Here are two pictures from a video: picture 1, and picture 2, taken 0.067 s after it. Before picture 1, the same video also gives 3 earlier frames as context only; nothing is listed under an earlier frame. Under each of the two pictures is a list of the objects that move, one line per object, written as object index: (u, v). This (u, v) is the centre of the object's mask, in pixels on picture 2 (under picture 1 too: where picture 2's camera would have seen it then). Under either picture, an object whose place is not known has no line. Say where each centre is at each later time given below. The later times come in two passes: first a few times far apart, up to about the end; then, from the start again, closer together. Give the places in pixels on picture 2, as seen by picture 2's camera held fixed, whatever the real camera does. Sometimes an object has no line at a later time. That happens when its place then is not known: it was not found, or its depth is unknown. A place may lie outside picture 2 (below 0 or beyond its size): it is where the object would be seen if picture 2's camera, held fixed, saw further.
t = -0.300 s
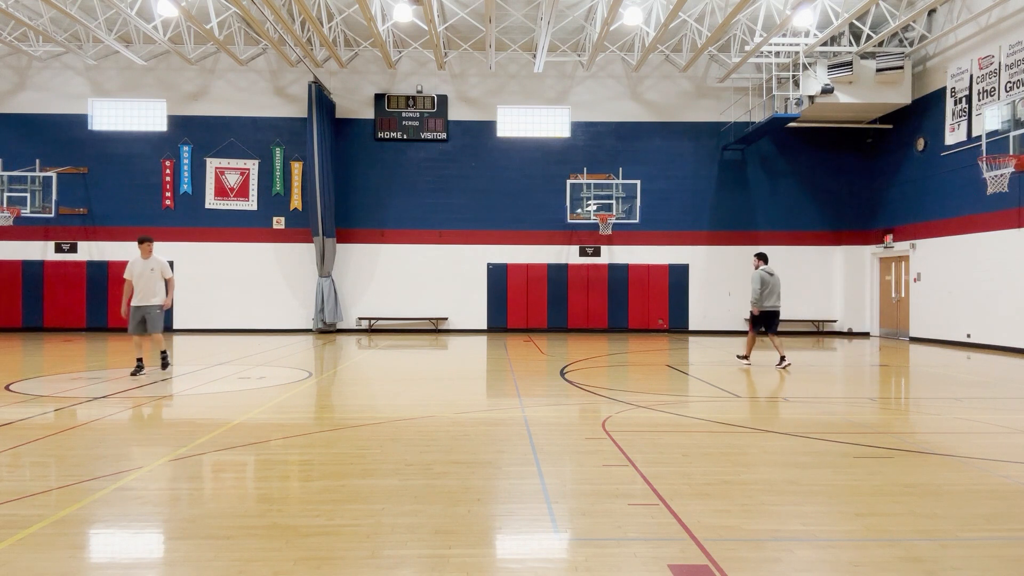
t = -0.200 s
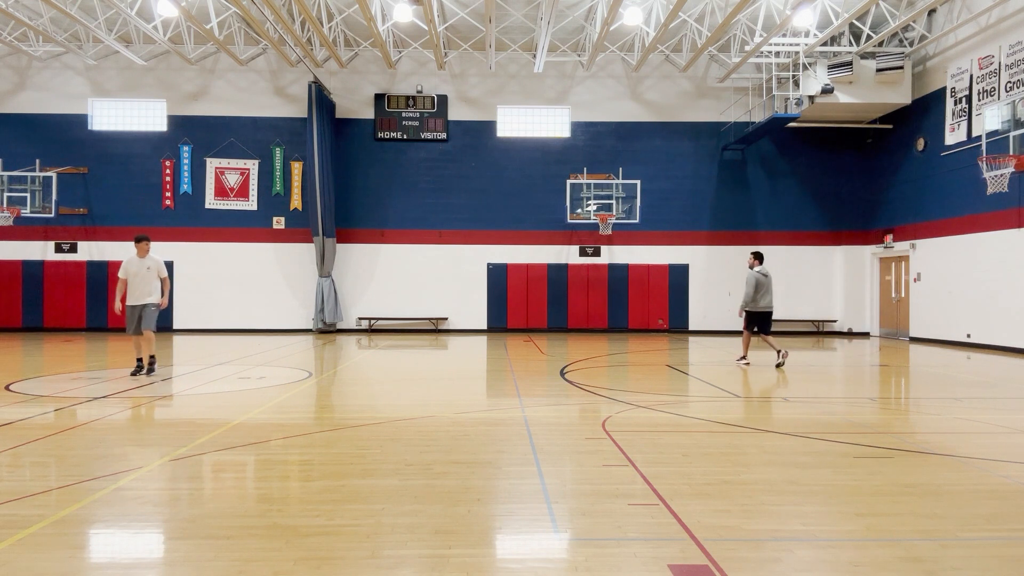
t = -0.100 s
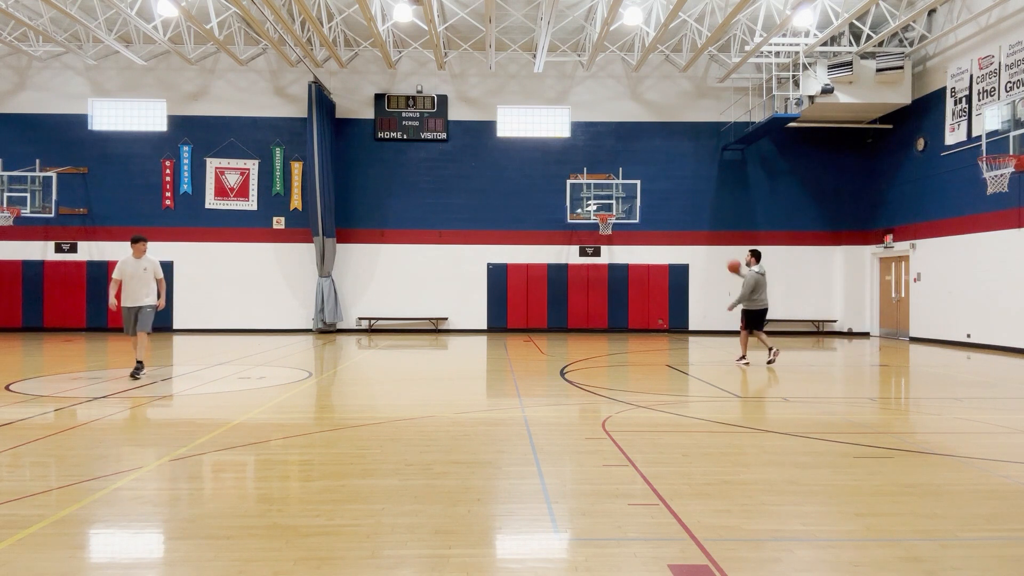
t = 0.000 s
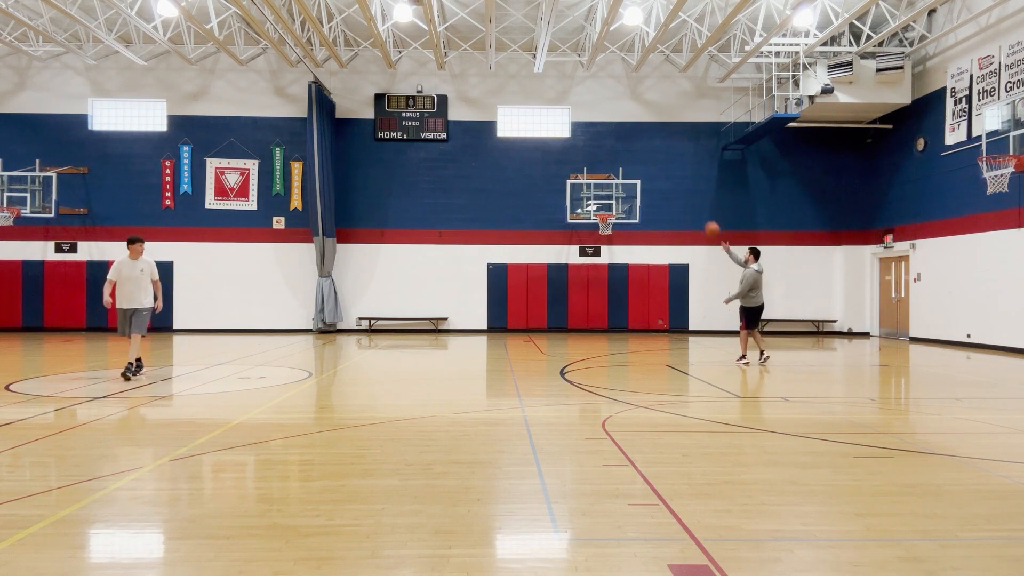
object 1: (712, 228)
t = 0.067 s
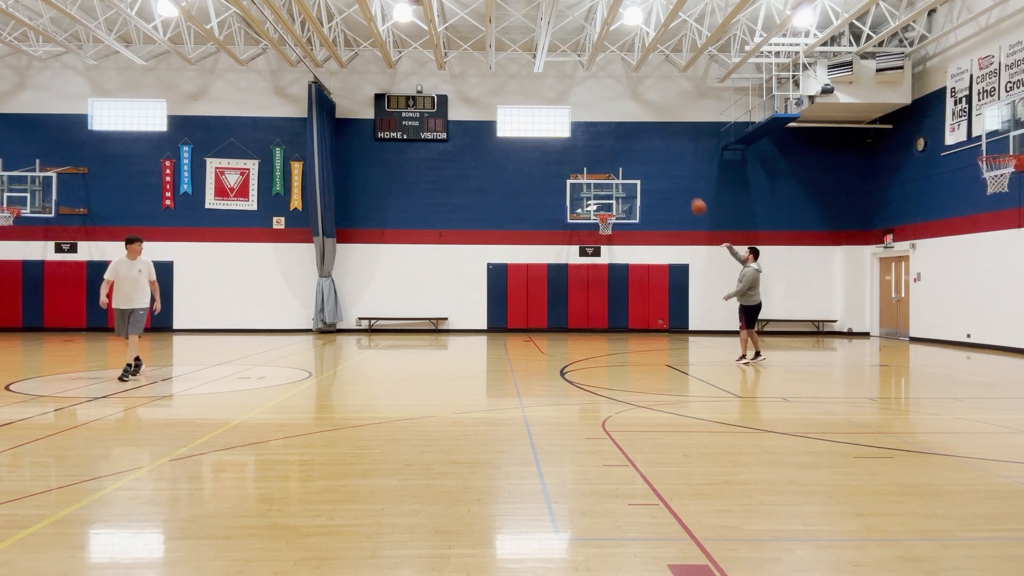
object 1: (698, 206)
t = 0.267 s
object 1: (655, 152)
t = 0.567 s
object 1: (586, 111)
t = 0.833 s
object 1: (519, 123)
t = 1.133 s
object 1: (439, 192)
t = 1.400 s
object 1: (363, 312)
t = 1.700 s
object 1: (302, 299)
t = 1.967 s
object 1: (261, 244)
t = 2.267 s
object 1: (215, 245)
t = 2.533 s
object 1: (173, 303)
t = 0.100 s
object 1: (691, 196)
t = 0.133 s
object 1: (684, 186)
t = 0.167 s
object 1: (677, 176)
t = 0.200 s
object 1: (670, 167)
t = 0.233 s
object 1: (663, 159)
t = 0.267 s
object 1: (655, 152)
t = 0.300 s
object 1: (648, 144)
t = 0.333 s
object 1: (640, 138)
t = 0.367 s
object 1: (633, 132)
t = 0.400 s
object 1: (625, 128)
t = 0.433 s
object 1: (617, 123)
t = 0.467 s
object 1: (610, 119)
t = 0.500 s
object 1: (602, 116)
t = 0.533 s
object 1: (594, 113)
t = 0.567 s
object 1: (586, 111)
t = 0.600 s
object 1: (578, 110)
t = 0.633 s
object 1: (570, 110)
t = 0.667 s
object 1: (562, 110)
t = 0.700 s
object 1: (553, 111)
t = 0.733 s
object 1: (545, 113)
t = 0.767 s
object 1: (536, 115)
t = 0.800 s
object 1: (528, 118)
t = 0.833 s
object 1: (519, 123)
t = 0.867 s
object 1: (511, 128)
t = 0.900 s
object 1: (501, 133)
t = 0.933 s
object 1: (492, 139)
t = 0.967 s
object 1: (485, 146)
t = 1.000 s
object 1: (476, 154)
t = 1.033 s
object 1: (466, 162)
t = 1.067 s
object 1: (458, 172)
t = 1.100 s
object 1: (449, 181)
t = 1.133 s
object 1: (439, 192)
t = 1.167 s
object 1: (430, 204)
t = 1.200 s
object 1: (421, 217)
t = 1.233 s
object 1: (411, 229)
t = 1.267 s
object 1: (403, 243)
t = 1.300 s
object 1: (393, 260)
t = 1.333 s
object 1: (383, 277)
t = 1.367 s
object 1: (373, 294)
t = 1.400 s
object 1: (363, 312)
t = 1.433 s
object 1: (353, 331)
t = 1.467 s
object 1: (342, 352)
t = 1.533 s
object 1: (327, 361)
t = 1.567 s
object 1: (322, 348)
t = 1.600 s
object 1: (317, 334)
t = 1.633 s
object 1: (312, 323)
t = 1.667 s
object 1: (307, 310)
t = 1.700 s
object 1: (302, 299)
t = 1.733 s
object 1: (297, 289)
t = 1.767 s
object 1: (292, 281)
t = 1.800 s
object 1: (287, 272)
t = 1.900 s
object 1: (271, 253)
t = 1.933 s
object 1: (266, 248)
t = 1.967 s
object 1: (261, 244)
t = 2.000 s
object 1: (256, 240)
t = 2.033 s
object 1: (251, 238)
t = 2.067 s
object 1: (246, 237)
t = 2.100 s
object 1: (240, 236)
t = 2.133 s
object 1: (235, 236)
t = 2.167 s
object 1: (230, 237)
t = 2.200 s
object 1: (225, 239)
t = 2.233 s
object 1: (220, 241)
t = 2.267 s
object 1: (215, 245)
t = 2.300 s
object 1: (209, 250)
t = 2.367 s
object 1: (199, 261)
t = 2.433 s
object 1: (188, 275)
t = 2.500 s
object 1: (177, 293)
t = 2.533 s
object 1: (173, 303)
